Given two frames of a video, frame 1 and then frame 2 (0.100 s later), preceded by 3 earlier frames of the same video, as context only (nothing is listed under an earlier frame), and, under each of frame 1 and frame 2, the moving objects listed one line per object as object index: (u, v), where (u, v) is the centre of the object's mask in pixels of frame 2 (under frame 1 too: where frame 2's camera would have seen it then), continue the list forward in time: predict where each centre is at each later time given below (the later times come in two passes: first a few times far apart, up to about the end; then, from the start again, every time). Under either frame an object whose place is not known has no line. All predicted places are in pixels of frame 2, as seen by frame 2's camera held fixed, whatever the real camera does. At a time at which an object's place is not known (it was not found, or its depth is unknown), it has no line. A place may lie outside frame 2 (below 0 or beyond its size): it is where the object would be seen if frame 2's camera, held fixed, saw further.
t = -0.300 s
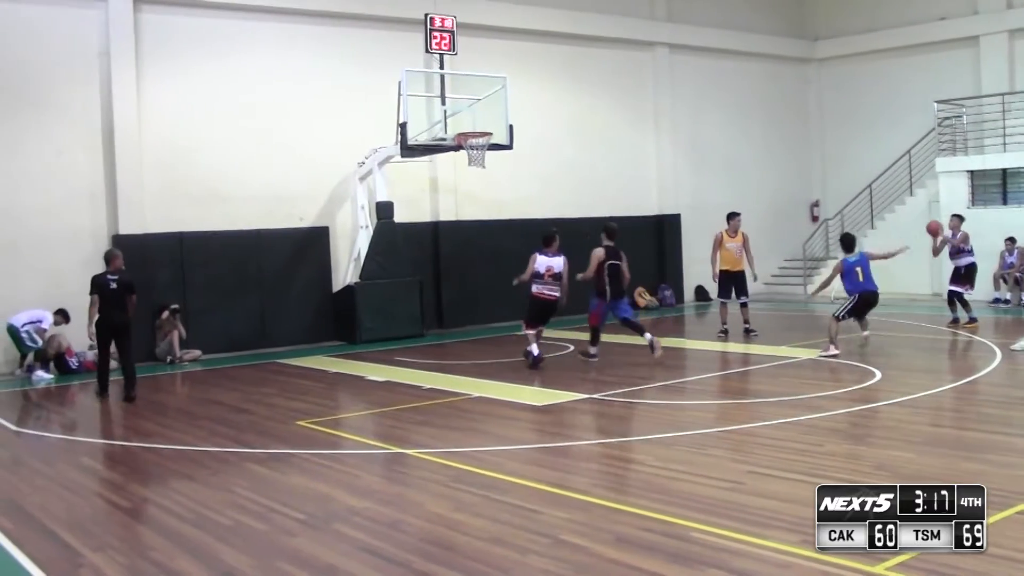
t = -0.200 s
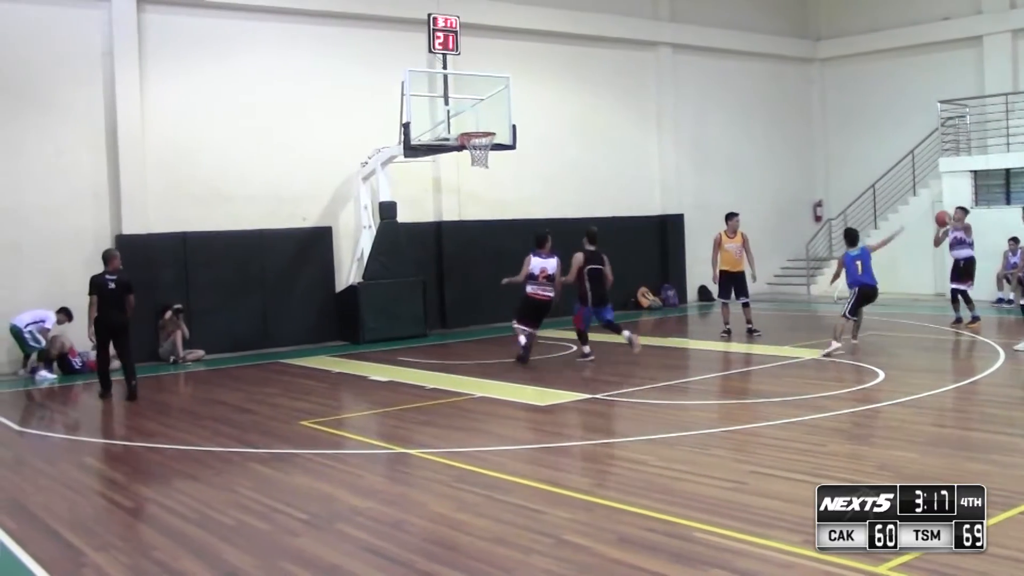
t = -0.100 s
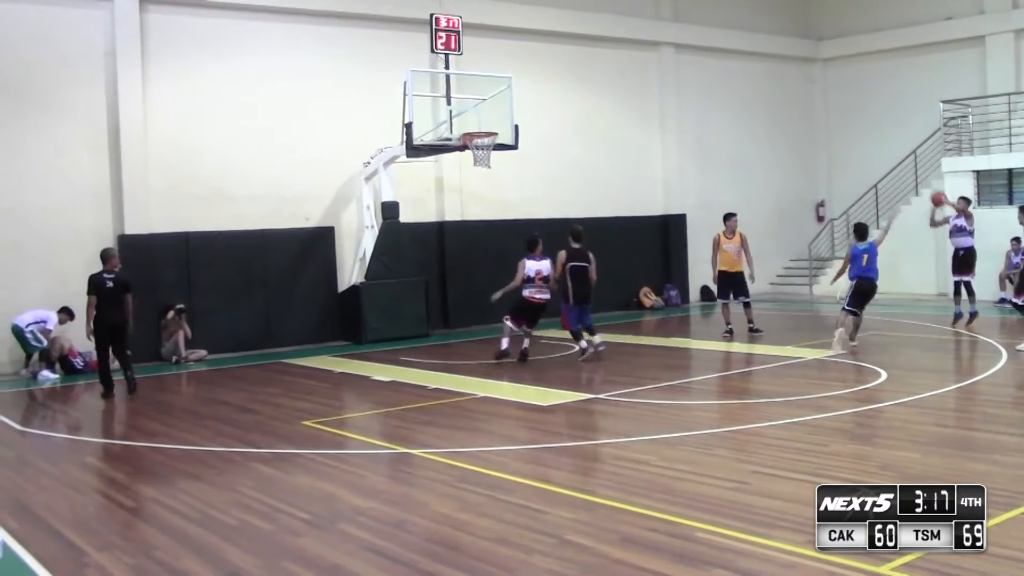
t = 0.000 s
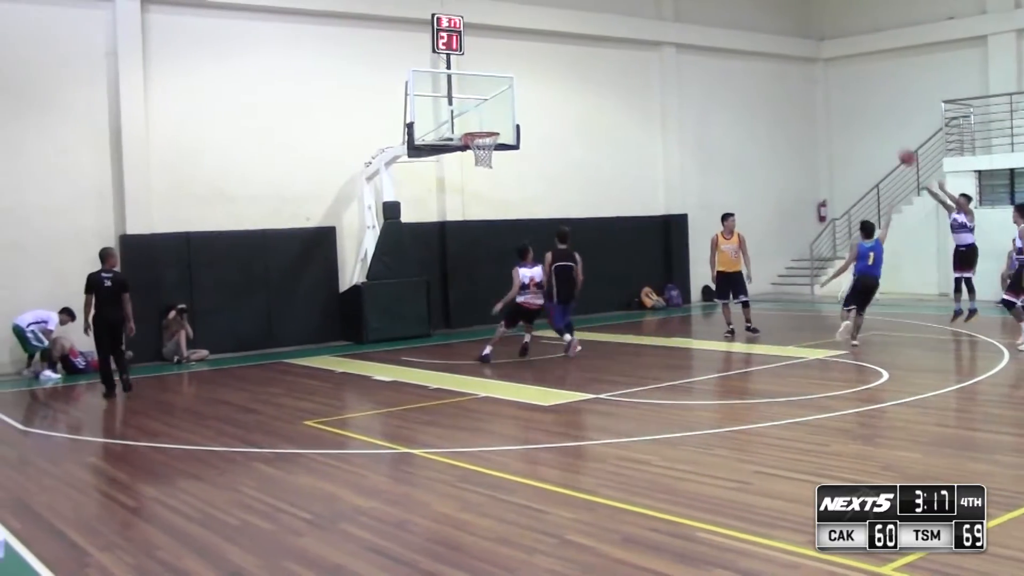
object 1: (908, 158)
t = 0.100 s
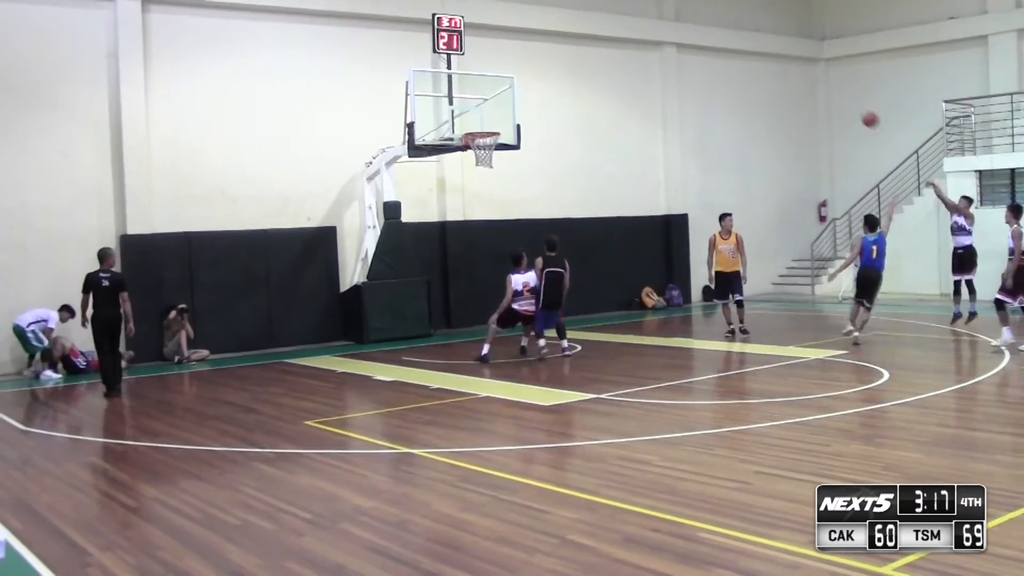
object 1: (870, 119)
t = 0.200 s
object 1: (834, 88)
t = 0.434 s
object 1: (746, 41)
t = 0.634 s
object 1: (673, 30)
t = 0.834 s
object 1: (599, 46)
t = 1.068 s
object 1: (515, 99)
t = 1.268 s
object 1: (478, 155)
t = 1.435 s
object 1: (492, 168)
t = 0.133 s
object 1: (858, 109)
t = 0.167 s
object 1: (846, 98)
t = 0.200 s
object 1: (834, 88)
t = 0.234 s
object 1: (821, 80)
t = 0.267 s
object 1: (809, 71)
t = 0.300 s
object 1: (797, 65)
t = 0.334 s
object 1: (785, 57)
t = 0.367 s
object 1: (772, 51)
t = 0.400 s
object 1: (759, 46)
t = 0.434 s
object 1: (746, 41)
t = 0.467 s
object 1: (733, 37)
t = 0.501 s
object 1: (722, 34)
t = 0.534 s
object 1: (710, 32)
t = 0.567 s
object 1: (697, 31)
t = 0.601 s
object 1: (685, 30)
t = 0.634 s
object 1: (673, 30)
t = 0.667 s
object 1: (660, 31)
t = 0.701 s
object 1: (649, 33)
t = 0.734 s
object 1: (636, 35)
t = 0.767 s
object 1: (624, 38)
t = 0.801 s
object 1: (611, 42)
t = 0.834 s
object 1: (599, 46)
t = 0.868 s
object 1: (587, 51)
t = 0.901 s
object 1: (575, 58)
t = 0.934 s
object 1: (563, 64)
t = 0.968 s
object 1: (551, 72)
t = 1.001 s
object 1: (539, 80)
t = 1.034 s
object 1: (527, 89)
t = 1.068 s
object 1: (515, 99)
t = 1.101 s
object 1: (504, 110)
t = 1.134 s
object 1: (492, 121)
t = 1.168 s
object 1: (480, 133)
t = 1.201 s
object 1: (474, 142)
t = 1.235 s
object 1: (477, 152)
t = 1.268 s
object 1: (478, 155)
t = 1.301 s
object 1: (482, 158)
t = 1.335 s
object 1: (484, 160)
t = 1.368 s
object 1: (487, 161)
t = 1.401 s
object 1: (489, 164)
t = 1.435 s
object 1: (492, 168)
